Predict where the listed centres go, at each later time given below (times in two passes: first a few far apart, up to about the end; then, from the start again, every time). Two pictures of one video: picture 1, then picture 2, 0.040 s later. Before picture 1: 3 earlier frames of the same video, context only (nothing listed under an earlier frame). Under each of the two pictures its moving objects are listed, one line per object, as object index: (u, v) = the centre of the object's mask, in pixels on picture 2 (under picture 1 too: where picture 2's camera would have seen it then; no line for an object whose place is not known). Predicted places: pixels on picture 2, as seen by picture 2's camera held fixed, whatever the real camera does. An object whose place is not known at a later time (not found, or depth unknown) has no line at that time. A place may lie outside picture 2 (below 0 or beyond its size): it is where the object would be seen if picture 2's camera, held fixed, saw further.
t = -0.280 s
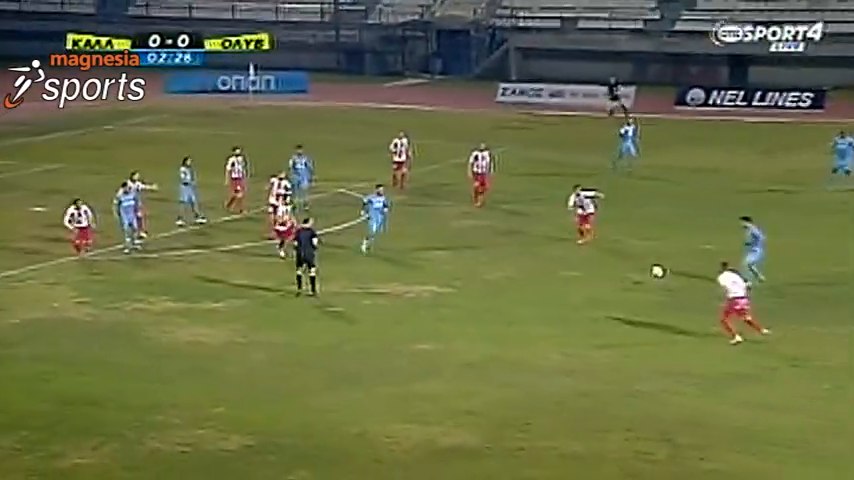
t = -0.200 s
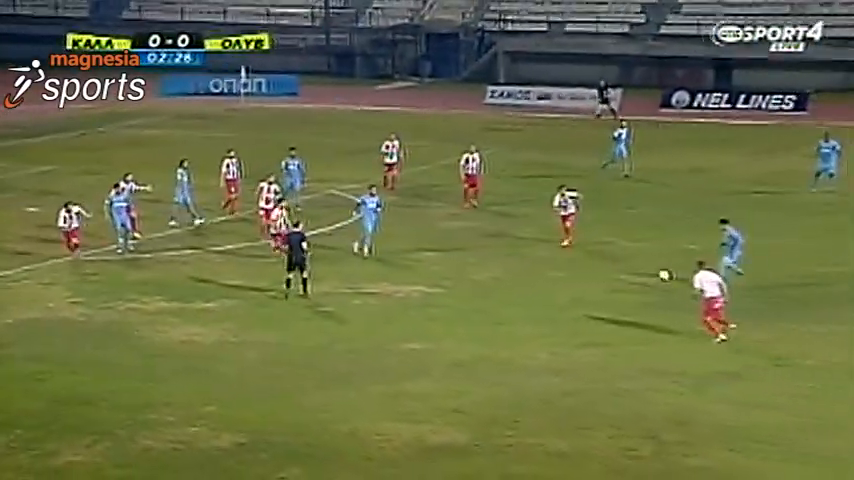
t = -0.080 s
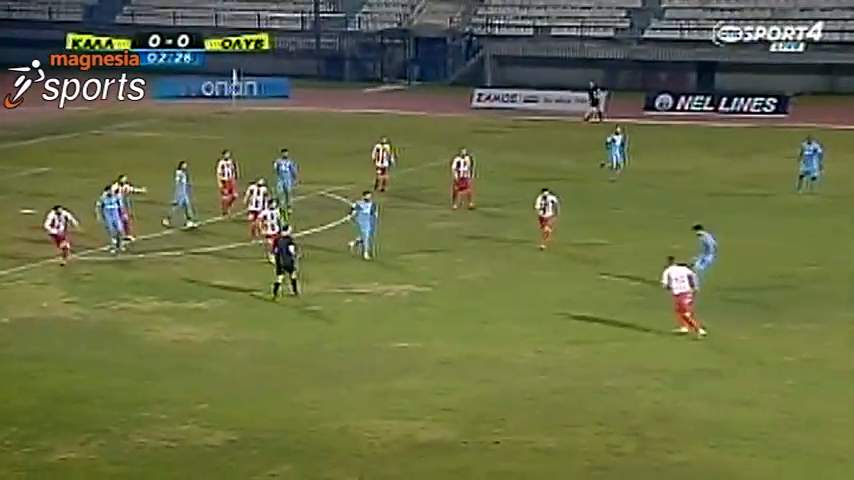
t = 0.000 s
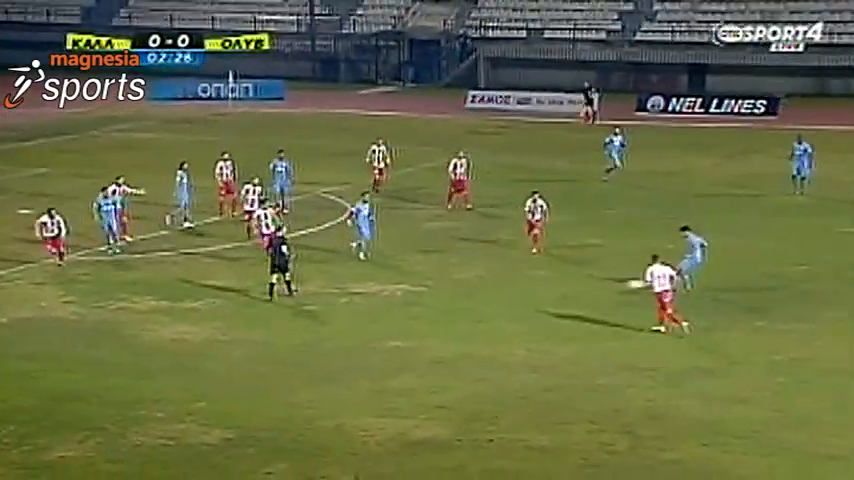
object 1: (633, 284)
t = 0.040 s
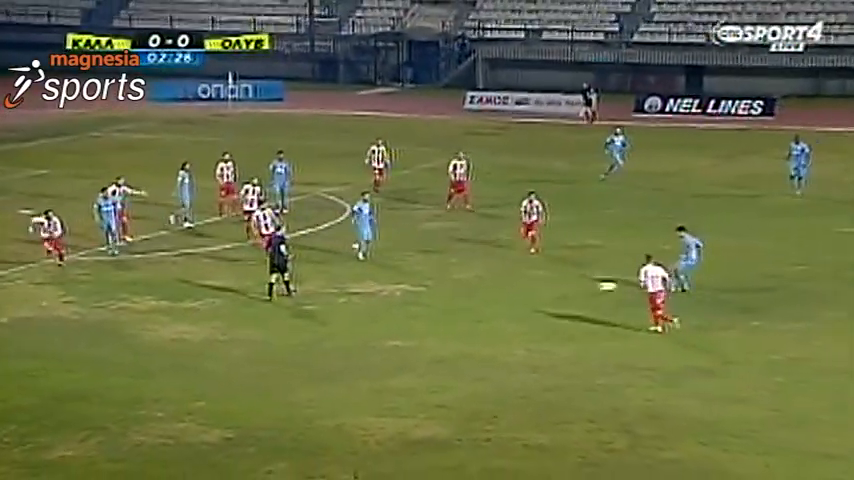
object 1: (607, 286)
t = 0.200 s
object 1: (500, 298)
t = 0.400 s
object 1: (368, 317)
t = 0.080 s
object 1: (581, 288)
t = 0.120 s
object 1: (553, 291)
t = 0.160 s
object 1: (527, 294)
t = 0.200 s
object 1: (500, 298)
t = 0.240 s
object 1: (473, 303)
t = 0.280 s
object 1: (446, 309)
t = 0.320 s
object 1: (419, 314)
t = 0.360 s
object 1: (394, 316)
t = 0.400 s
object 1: (368, 317)
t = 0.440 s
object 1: (343, 320)
